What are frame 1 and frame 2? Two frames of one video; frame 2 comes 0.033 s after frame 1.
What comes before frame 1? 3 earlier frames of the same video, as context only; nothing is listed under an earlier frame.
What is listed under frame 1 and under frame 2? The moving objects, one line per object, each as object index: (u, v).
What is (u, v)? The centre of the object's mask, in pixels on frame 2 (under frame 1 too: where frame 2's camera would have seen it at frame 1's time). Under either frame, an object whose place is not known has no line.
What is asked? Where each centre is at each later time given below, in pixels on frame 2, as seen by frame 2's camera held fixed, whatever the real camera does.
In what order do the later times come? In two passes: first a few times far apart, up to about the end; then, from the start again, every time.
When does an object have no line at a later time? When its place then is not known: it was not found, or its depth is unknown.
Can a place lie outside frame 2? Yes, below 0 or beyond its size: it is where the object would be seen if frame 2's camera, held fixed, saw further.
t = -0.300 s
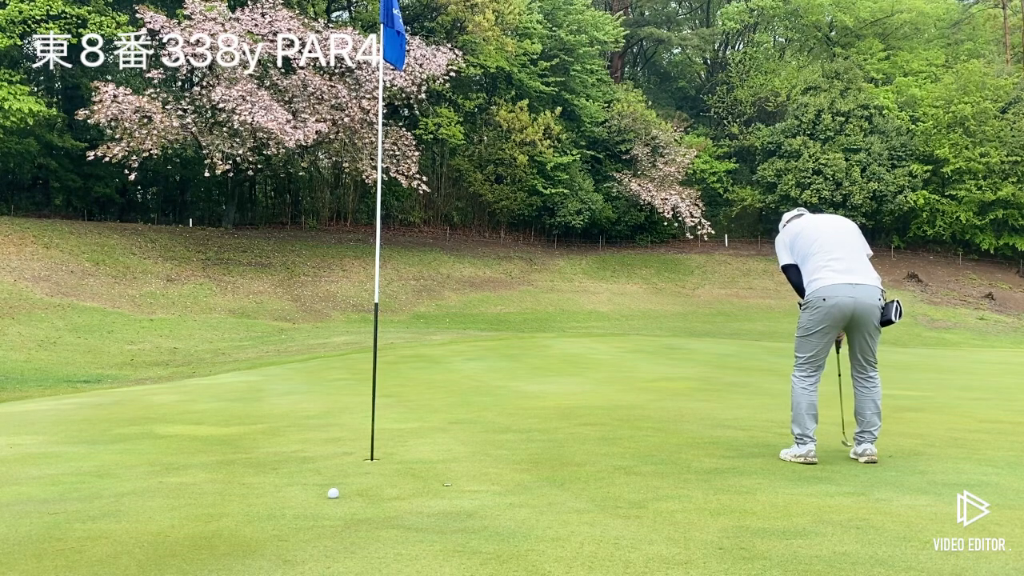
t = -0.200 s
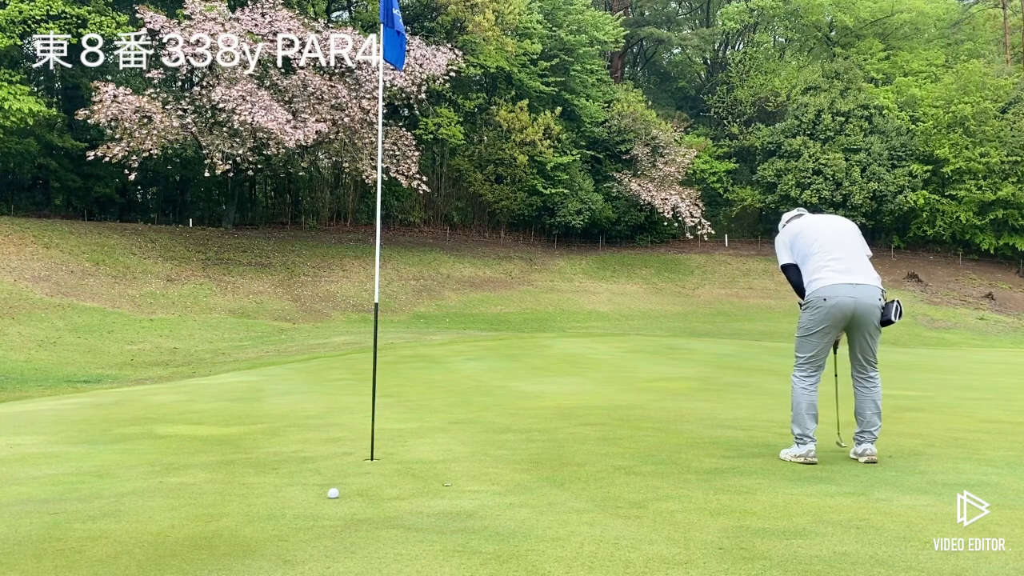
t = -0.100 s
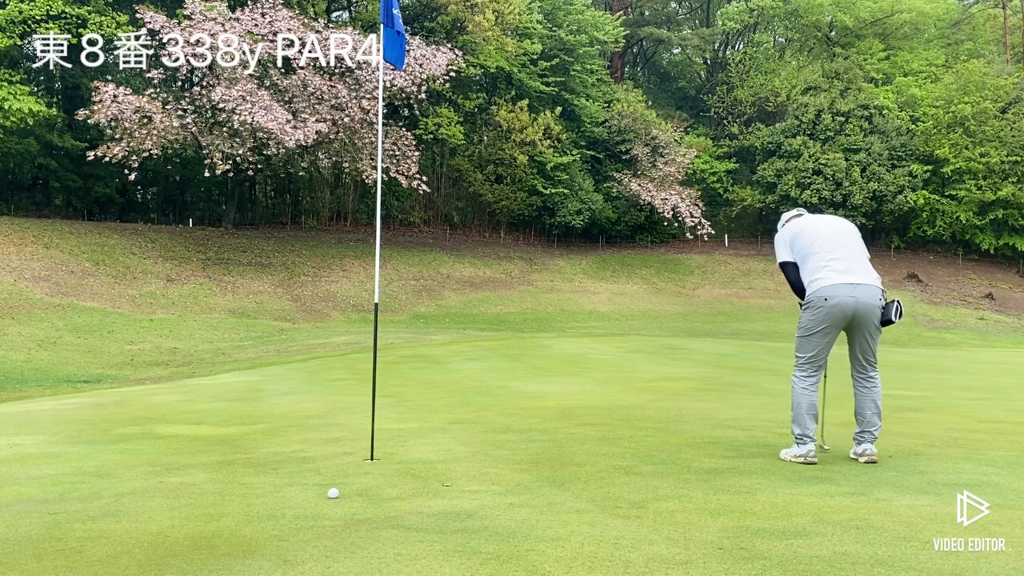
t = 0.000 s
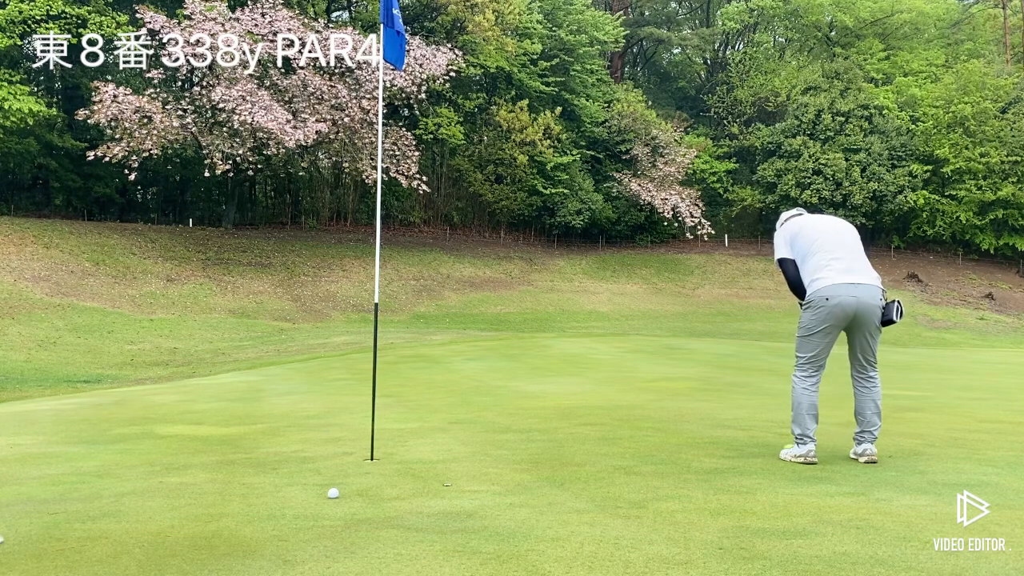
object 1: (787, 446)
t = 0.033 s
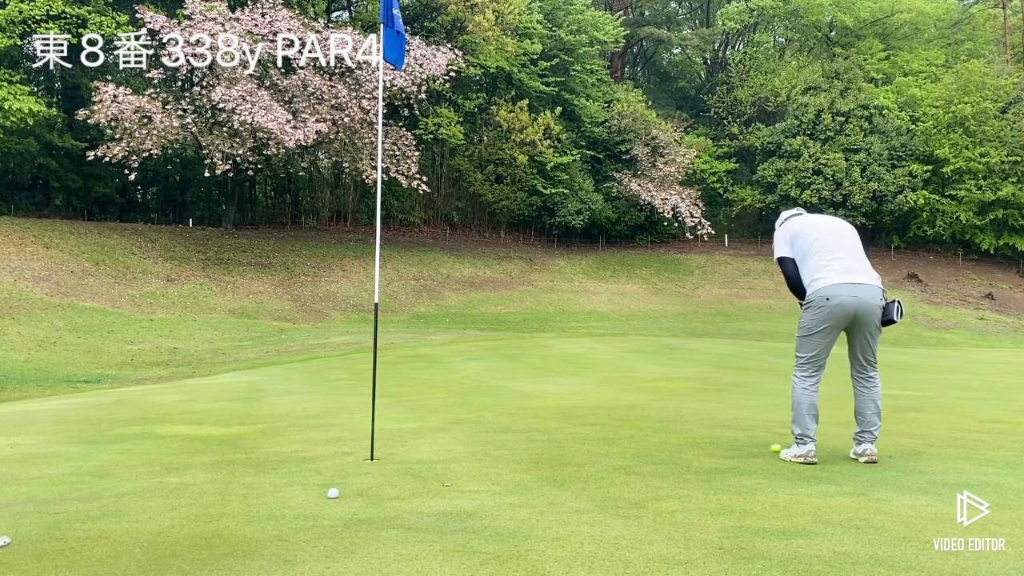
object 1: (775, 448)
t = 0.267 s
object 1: (700, 450)
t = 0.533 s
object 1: (631, 452)
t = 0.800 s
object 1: (570, 453)
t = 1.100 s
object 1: (512, 455)
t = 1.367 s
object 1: (468, 456)
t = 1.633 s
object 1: (434, 456)
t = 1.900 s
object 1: (408, 456)
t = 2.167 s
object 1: (390, 455)
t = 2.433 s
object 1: (380, 455)
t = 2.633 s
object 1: (376, 455)
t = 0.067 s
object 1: (762, 450)
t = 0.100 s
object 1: (750, 449)
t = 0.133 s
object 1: (738, 450)
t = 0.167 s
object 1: (728, 450)
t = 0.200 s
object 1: (719, 450)
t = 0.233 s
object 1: (710, 450)
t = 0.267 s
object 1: (700, 450)
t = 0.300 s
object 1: (691, 451)
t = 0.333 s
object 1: (682, 451)
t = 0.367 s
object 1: (673, 451)
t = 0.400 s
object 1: (665, 451)
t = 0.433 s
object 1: (656, 451)
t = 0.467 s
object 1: (648, 451)
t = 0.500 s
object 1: (639, 452)
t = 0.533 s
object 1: (631, 452)
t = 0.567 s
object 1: (623, 452)
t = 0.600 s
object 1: (615, 452)
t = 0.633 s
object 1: (607, 452)
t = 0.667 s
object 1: (599, 452)
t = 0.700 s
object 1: (592, 452)
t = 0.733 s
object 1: (585, 453)
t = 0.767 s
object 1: (577, 453)
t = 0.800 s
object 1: (570, 453)
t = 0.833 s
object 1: (563, 454)
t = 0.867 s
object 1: (556, 454)
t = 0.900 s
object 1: (549, 454)
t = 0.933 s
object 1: (543, 454)
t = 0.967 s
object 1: (536, 454)
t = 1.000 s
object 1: (530, 454)
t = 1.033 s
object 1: (524, 454)
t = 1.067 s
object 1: (518, 454)
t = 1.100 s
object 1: (512, 455)
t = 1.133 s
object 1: (505, 455)
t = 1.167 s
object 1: (500, 455)
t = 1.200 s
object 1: (494, 455)
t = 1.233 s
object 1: (489, 455)
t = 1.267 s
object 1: (484, 455)
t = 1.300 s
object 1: (478, 455)
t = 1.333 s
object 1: (473, 455)
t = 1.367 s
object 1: (468, 456)
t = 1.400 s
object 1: (464, 455)
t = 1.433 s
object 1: (459, 456)
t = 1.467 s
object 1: (454, 456)
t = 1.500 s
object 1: (450, 456)
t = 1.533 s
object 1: (446, 456)
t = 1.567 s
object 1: (442, 456)
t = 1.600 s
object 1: (438, 456)
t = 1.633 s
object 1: (434, 456)
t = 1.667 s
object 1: (430, 456)
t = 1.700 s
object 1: (426, 456)
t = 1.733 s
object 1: (423, 456)
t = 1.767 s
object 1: (420, 456)
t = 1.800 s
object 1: (417, 456)
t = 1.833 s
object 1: (414, 456)
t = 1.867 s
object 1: (411, 456)
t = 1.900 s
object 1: (408, 456)
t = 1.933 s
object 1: (406, 456)
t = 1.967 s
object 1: (403, 456)
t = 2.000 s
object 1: (401, 456)
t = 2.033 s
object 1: (398, 456)
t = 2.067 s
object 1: (396, 456)
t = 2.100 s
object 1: (394, 456)
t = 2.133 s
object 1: (392, 455)
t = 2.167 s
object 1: (390, 455)
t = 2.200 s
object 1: (389, 455)
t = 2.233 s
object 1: (388, 455)
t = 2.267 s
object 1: (386, 455)
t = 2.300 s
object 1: (384, 455)
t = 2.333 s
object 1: (383, 455)
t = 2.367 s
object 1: (382, 455)
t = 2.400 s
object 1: (381, 455)
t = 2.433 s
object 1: (380, 455)
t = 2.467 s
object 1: (378, 455)
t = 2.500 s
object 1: (378, 455)
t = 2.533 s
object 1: (377, 455)
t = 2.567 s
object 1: (376, 455)
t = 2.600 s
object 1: (376, 455)
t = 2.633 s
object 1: (376, 455)
